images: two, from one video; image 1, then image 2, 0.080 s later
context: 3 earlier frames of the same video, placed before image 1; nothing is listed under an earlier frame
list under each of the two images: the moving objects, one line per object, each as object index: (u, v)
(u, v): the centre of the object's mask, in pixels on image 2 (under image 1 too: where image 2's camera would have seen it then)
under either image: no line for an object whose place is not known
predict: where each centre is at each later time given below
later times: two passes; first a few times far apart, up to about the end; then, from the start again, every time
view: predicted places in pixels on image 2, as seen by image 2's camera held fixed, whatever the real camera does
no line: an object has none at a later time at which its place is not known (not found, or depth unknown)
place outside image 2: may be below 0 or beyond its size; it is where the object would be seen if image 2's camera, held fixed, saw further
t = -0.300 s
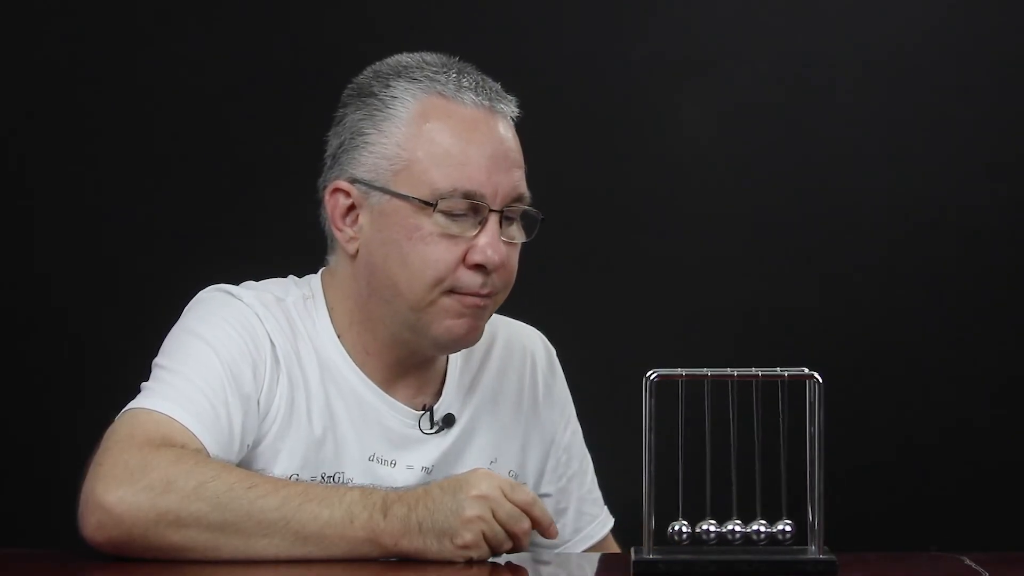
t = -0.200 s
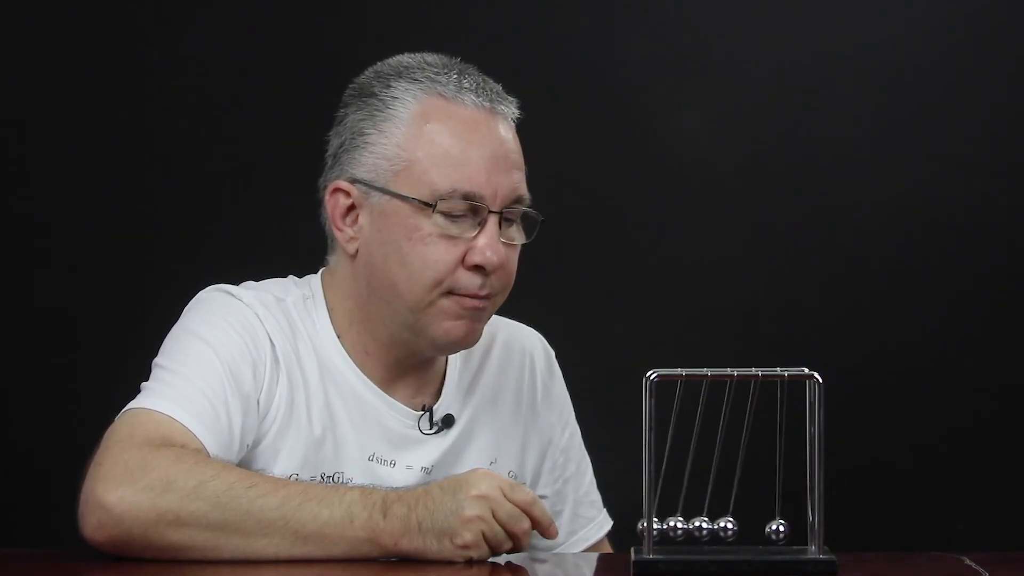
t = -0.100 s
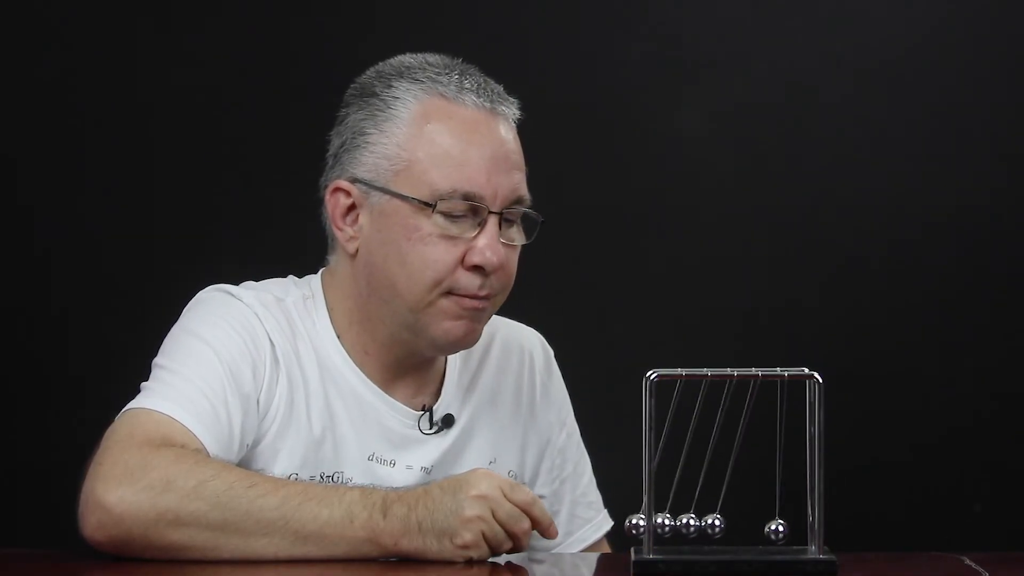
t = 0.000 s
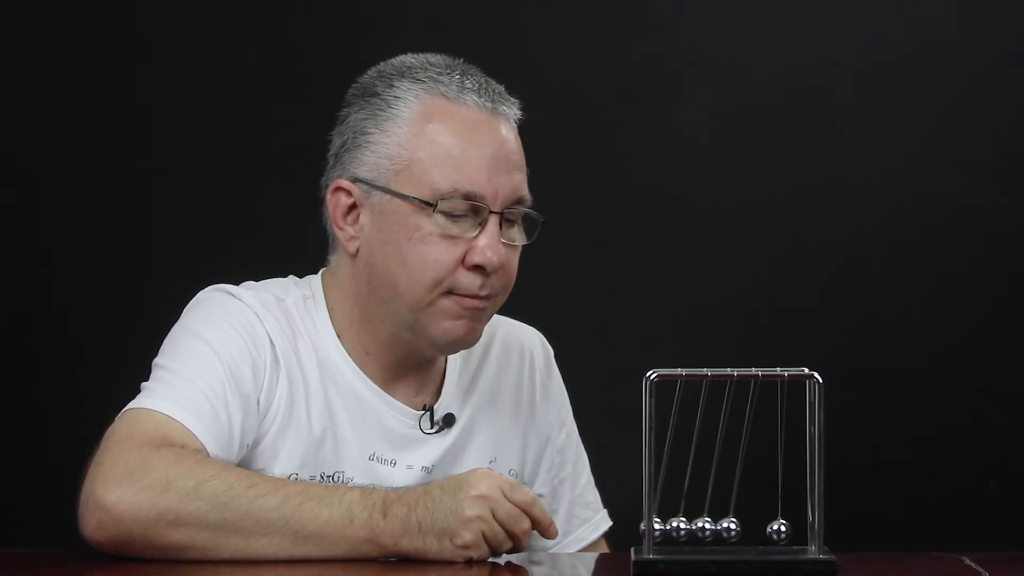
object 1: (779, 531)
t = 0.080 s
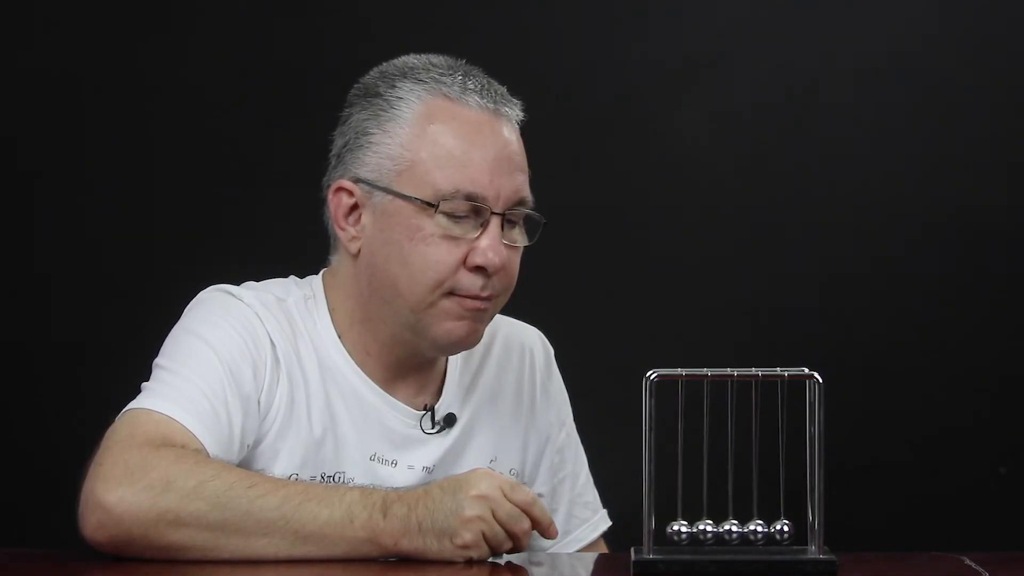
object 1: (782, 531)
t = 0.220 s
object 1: (822, 526)
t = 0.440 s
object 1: (785, 531)
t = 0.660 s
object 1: (770, 530)
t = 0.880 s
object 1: (795, 529)
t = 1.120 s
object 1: (803, 527)
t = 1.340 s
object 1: (764, 529)
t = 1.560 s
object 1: (778, 529)
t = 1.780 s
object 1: (820, 524)
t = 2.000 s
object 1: (768, 528)
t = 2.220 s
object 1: (765, 528)
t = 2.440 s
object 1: (806, 526)
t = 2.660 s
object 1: (791, 530)
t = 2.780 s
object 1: (764, 530)
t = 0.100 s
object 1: (788, 531)
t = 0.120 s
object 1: (795, 531)
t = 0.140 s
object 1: (802, 529)
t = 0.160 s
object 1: (805, 529)
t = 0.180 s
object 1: (809, 528)
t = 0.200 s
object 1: (811, 526)
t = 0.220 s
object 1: (822, 526)
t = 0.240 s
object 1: (824, 526)
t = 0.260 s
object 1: (827, 526)
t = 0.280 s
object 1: (827, 525)
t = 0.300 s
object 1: (826, 526)
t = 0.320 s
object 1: (815, 525)
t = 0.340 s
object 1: (809, 527)
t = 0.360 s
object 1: (807, 527)
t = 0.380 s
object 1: (804, 528)
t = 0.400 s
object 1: (798, 529)
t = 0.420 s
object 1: (792, 530)
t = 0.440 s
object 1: (785, 531)
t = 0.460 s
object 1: (778, 530)
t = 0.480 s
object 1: (776, 531)
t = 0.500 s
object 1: (775, 530)
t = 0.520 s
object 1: (773, 530)
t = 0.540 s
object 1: (772, 530)
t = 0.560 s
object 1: (771, 530)
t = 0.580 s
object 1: (770, 530)
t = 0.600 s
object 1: (770, 530)
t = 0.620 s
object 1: (770, 530)
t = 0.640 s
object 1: (770, 530)
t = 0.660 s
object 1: (770, 530)
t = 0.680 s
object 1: (771, 530)
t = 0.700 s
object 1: (771, 530)
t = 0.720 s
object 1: (772, 530)
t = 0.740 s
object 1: (773, 530)
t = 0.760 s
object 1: (775, 530)
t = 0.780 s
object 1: (776, 530)
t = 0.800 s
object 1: (778, 530)
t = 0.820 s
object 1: (779, 530)
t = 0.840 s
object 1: (782, 530)
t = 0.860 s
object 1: (789, 529)
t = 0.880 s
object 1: (795, 529)
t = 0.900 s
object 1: (800, 528)
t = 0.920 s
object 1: (804, 527)
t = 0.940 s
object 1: (806, 526)
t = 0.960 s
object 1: (811, 525)
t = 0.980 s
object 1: (820, 525)
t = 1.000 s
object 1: (820, 524)
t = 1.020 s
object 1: (820, 524)
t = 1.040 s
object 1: (820, 524)
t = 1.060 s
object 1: (813, 525)
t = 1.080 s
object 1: (808, 525)
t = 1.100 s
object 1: (806, 526)
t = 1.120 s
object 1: (803, 527)
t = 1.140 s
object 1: (799, 528)
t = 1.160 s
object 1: (793, 529)
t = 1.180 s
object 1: (786, 529)
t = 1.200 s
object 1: (779, 530)
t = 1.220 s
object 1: (775, 530)
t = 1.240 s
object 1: (772, 530)
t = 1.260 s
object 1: (770, 530)
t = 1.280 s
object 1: (768, 529)
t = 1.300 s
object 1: (766, 529)
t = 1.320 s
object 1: (765, 529)
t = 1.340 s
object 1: (764, 529)
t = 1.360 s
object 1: (763, 529)
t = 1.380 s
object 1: (763, 529)
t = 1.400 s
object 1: (764, 529)
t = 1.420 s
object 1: (764, 529)
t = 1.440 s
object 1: (766, 529)
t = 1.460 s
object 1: (767, 529)
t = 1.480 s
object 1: (769, 529)
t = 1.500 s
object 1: (771, 529)
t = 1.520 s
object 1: (773, 529)
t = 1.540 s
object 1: (776, 529)
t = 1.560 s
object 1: (778, 529)
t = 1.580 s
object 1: (781, 529)
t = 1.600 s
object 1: (786, 529)
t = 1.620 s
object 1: (792, 529)
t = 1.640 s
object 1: (798, 528)
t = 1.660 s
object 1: (802, 527)
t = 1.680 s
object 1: (806, 526)
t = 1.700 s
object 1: (807, 525)
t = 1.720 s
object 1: (812, 524)
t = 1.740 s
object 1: (814, 523)
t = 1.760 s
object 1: (820, 524)
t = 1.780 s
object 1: (820, 524)
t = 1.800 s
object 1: (813, 524)
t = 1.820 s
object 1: (808, 524)
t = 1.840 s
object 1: (806, 525)
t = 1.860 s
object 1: (804, 525)
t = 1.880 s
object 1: (800, 527)
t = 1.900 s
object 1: (794, 527)
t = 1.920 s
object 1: (788, 528)
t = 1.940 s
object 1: (782, 529)
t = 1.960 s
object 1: (776, 529)
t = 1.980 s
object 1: (771, 529)
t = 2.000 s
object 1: (768, 528)
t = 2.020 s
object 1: (766, 528)
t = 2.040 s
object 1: (763, 528)
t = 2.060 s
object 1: (762, 528)
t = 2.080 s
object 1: (760, 528)
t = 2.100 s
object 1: (759, 527)
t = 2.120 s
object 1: (759, 527)
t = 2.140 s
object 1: (759, 527)
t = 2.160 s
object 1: (760, 527)
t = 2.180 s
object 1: (761, 528)
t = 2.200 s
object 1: (763, 528)
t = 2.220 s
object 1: (765, 528)
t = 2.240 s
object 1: (768, 528)
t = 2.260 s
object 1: (771, 529)
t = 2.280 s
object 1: (774, 529)
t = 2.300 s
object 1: (777, 529)
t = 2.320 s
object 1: (780, 529)
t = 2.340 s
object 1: (784, 529)
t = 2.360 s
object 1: (790, 528)
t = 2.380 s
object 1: (796, 528)
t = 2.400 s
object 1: (800, 527)
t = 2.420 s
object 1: (803, 526)
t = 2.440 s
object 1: (806, 526)
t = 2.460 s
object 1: (807, 525)
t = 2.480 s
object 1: (811, 524)
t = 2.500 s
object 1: (812, 524)
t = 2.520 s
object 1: (813, 525)
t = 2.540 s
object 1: (812, 525)
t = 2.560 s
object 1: (808, 526)
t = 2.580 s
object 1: (806, 527)
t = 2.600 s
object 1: (804, 527)
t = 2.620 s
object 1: (800, 528)
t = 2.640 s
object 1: (796, 529)
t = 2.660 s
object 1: (791, 530)
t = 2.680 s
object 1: (785, 531)
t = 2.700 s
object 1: (779, 531)
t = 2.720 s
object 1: (773, 530)
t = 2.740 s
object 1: (770, 530)
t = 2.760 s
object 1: (767, 530)
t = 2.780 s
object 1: (764, 530)
